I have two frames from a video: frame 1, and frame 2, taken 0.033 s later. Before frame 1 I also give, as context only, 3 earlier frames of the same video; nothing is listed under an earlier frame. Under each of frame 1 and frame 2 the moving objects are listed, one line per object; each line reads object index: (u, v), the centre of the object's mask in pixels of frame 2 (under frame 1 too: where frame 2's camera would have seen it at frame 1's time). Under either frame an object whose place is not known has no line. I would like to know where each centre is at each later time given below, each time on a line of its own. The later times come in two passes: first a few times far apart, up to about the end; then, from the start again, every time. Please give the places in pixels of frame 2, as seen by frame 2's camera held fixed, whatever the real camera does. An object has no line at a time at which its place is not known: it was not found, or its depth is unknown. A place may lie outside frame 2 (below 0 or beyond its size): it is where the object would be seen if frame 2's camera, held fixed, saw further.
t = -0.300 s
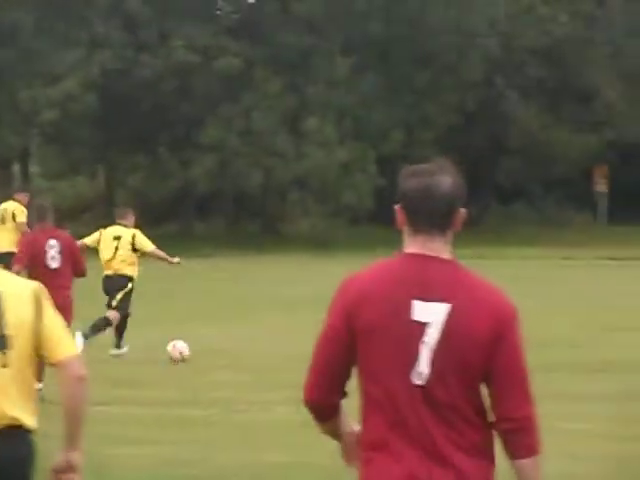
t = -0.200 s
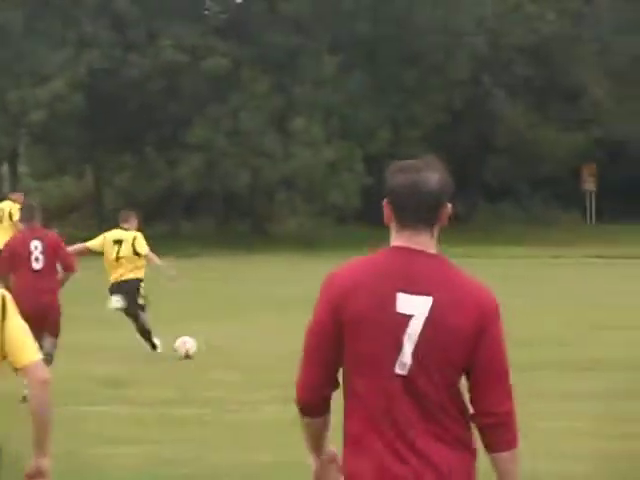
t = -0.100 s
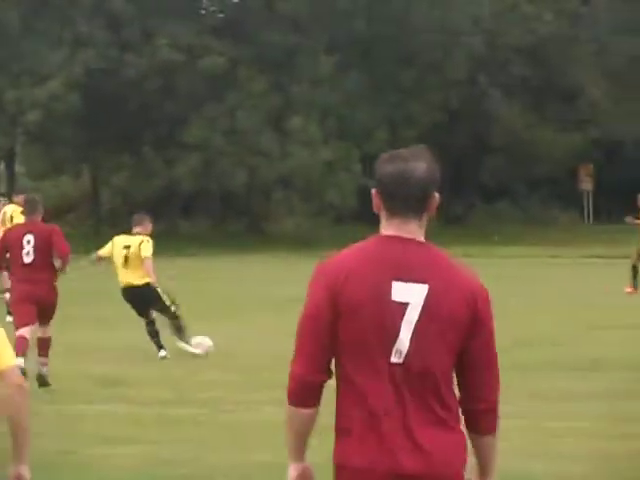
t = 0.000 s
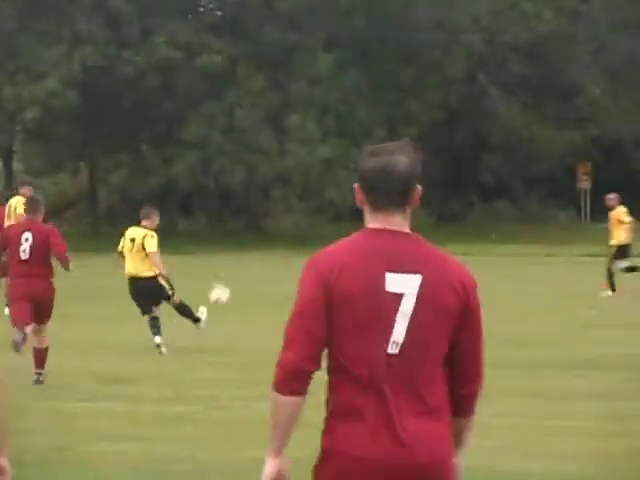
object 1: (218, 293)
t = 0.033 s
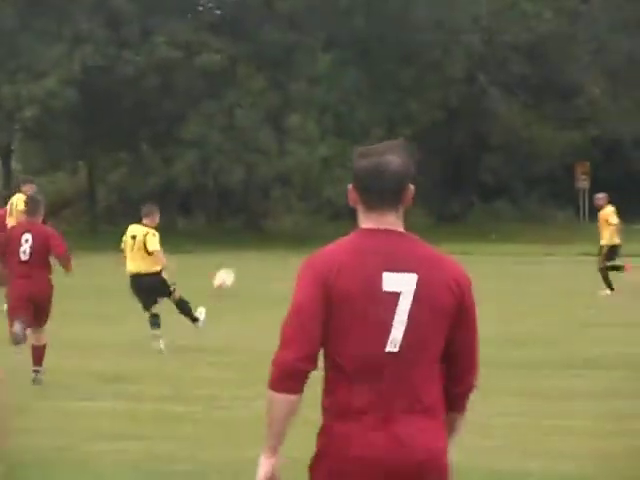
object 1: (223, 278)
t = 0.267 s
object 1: (250, 214)
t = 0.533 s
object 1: (256, 195)
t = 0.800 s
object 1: (249, 222)
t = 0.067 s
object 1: (230, 268)
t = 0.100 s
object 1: (235, 254)
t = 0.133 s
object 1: (239, 244)
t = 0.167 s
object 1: (242, 235)
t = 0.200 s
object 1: (245, 227)
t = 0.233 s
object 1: (248, 220)
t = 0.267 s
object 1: (250, 214)
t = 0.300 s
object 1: (252, 208)
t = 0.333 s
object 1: (253, 203)
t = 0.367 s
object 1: (255, 200)
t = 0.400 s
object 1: (255, 198)
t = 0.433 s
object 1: (256, 195)
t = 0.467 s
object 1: (256, 195)
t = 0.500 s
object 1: (257, 194)
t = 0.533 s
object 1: (256, 195)
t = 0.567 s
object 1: (255, 196)
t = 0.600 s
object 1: (254, 197)
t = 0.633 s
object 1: (254, 200)
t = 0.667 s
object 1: (254, 204)
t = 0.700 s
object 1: (252, 207)
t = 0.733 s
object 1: (251, 212)
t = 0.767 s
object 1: (250, 217)
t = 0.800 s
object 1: (249, 222)
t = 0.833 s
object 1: (247, 228)
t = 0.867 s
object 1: (245, 235)
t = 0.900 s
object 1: (243, 242)
